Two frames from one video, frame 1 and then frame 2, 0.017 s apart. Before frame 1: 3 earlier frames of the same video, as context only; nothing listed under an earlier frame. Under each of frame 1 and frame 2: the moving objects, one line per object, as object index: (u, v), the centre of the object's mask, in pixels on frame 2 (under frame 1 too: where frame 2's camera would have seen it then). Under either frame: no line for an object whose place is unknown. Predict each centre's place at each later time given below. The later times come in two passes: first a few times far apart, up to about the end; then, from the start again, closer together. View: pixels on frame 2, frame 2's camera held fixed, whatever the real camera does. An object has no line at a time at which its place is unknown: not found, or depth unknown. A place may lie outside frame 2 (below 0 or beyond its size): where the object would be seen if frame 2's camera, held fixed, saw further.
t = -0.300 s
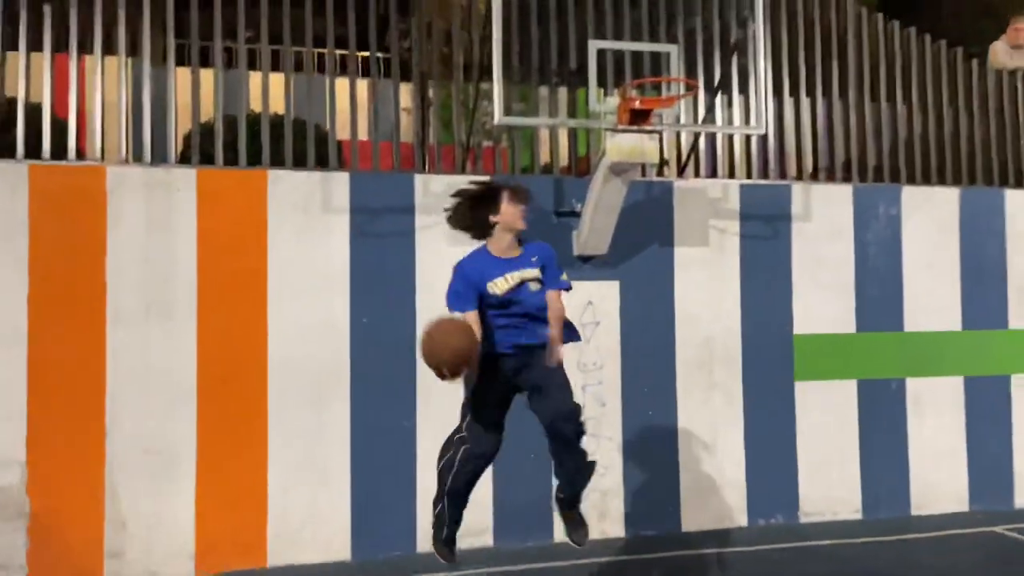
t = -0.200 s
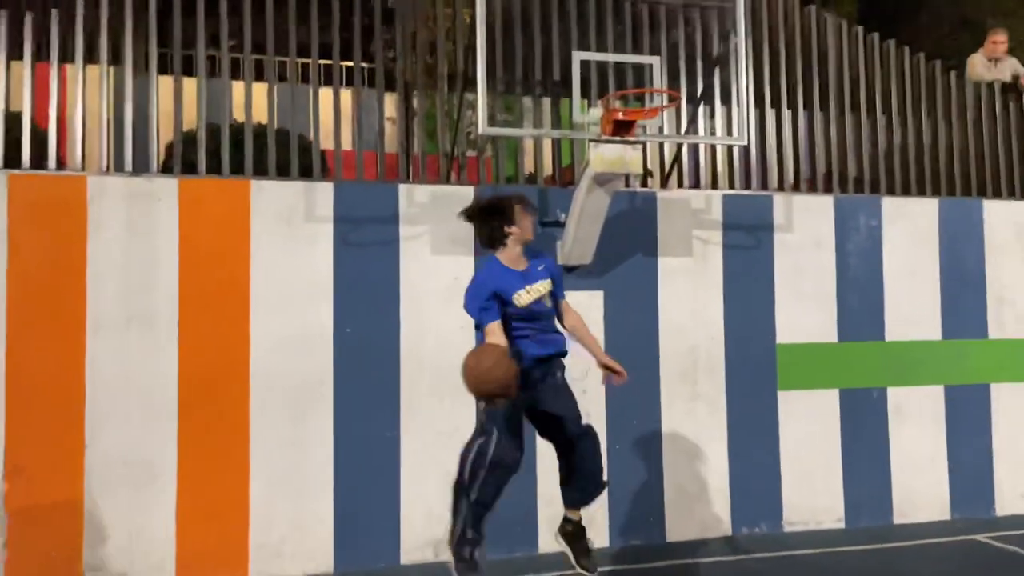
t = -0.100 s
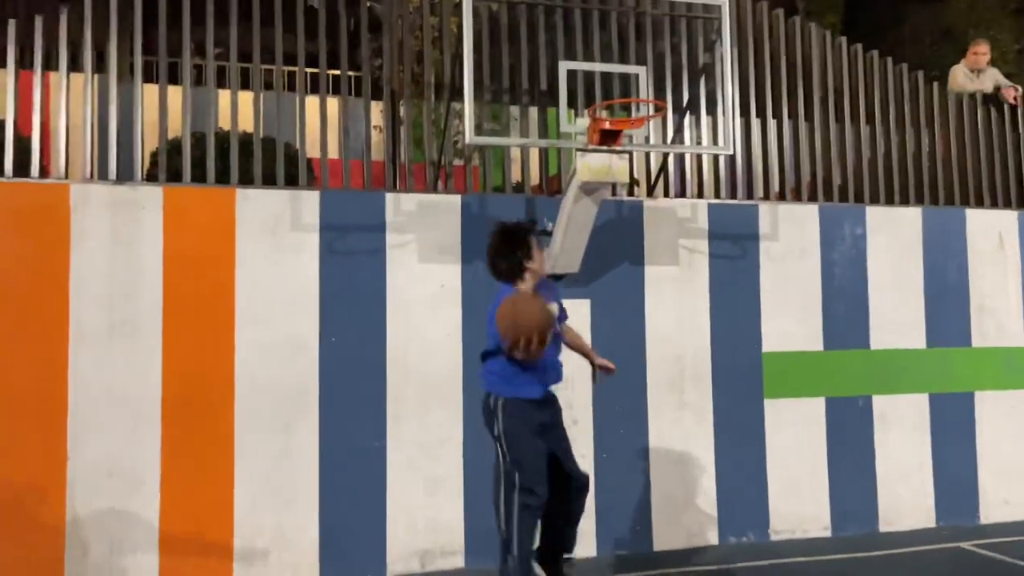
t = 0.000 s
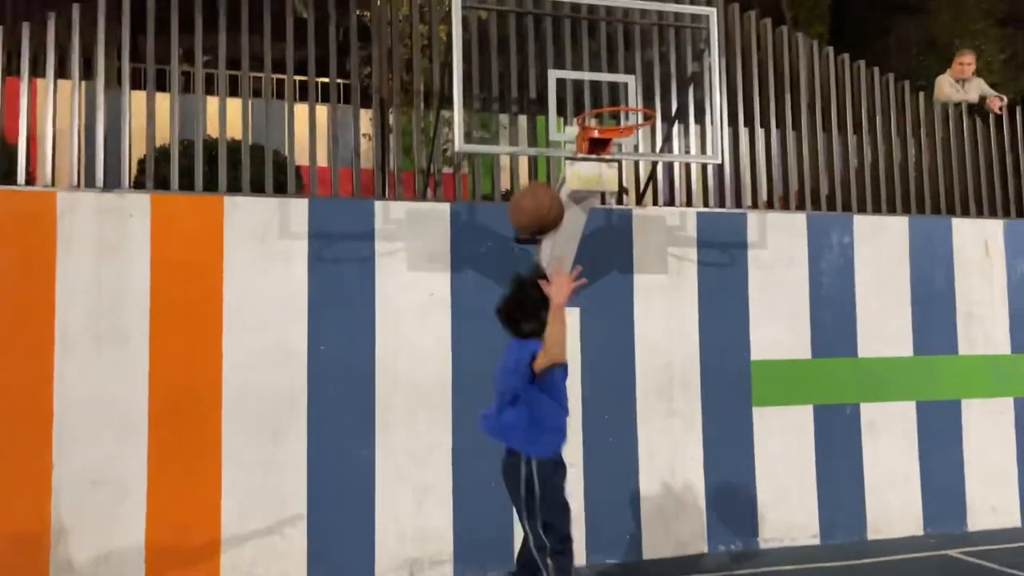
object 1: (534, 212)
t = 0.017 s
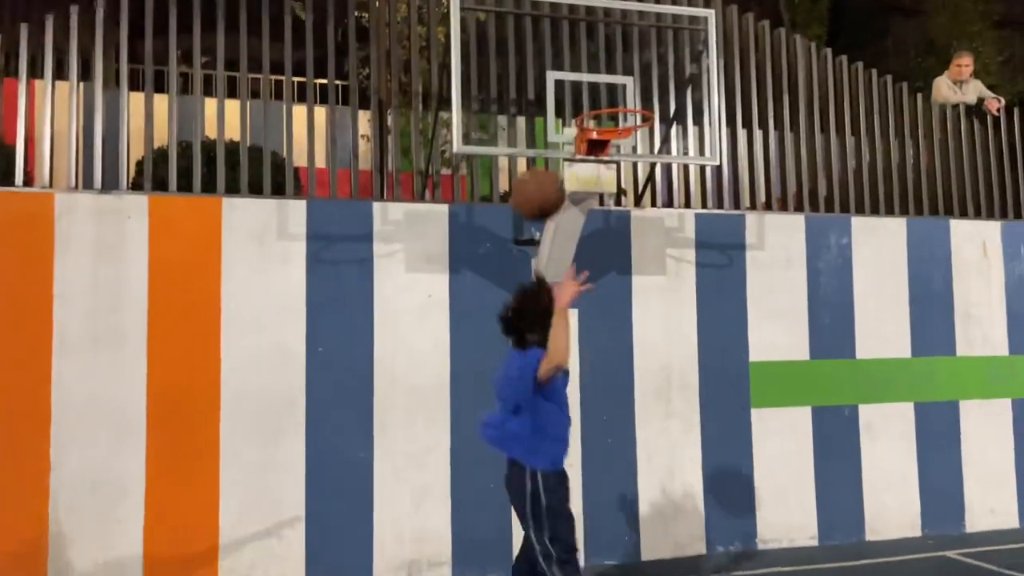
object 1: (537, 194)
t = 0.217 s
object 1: (567, 58)
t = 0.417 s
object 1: (593, 24)
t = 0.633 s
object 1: (616, 66)
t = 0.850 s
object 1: (604, 140)
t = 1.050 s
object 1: (552, 234)
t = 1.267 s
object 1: (489, 439)
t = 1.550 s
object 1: (389, 546)
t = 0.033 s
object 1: (539, 179)
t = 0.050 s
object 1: (542, 163)
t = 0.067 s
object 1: (546, 149)
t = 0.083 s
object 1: (548, 134)
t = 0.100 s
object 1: (550, 123)
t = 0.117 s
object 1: (553, 112)
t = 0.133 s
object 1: (556, 101)
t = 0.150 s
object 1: (558, 91)
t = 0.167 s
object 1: (560, 79)
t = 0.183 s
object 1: (562, 73)
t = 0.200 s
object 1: (564, 65)
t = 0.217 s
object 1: (567, 58)
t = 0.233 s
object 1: (570, 51)
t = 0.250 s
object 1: (573, 46)
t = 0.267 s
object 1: (574, 40)
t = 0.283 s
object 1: (577, 35)
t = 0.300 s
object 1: (578, 33)
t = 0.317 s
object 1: (581, 30)
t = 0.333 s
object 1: (582, 27)
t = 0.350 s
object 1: (584, 25)
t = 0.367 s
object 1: (586, 24)
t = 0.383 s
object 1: (589, 24)
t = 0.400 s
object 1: (592, 24)
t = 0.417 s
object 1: (593, 24)
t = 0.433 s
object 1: (594, 24)
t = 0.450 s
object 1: (595, 25)
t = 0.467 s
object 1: (598, 25)
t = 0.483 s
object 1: (601, 28)
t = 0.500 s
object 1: (603, 30)
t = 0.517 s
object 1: (604, 32)
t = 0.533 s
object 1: (606, 36)
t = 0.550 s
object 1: (607, 41)
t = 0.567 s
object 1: (609, 44)
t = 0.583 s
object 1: (611, 49)
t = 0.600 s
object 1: (613, 55)
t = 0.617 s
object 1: (615, 60)
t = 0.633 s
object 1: (616, 66)
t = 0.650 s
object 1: (618, 72)
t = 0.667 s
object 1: (619, 79)
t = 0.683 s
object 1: (622, 86)
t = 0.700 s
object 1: (624, 92)
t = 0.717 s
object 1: (625, 102)
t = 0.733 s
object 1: (625, 111)
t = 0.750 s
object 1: (627, 118)
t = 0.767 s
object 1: (626, 121)
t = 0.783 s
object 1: (621, 125)
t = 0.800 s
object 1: (616, 127)
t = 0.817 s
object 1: (613, 130)
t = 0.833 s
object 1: (607, 136)
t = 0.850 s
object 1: (604, 140)
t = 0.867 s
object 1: (599, 144)
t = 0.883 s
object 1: (595, 149)
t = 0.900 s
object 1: (591, 156)
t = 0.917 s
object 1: (587, 163)
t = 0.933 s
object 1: (582, 169)
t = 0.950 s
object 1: (578, 176)
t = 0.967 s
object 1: (574, 185)
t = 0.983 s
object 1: (569, 194)
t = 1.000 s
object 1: (564, 203)
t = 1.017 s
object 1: (561, 212)
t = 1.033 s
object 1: (556, 223)
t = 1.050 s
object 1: (552, 234)
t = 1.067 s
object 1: (547, 245)
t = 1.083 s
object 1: (542, 258)
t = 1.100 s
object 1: (538, 271)
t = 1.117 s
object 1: (533, 284)
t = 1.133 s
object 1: (528, 299)
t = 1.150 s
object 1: (524, 313)
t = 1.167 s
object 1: (519, 329)
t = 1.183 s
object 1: (514, 346)
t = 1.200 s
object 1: (508, 363)
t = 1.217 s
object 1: (504, 380)
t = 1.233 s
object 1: (499, 399)
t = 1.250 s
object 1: (494, 419)
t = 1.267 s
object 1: (489, 439)
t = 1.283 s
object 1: (483, 461)
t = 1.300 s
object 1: (478, 484)
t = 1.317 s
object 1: (473, 506)
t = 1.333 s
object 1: (461, 531)
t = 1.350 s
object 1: (449, 550)
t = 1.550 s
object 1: (389, 546)
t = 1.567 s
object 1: (385, 533)
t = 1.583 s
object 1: (382, 517)
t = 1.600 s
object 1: (375, 503)
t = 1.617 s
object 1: (370, 489)
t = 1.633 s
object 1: (364, 475)
